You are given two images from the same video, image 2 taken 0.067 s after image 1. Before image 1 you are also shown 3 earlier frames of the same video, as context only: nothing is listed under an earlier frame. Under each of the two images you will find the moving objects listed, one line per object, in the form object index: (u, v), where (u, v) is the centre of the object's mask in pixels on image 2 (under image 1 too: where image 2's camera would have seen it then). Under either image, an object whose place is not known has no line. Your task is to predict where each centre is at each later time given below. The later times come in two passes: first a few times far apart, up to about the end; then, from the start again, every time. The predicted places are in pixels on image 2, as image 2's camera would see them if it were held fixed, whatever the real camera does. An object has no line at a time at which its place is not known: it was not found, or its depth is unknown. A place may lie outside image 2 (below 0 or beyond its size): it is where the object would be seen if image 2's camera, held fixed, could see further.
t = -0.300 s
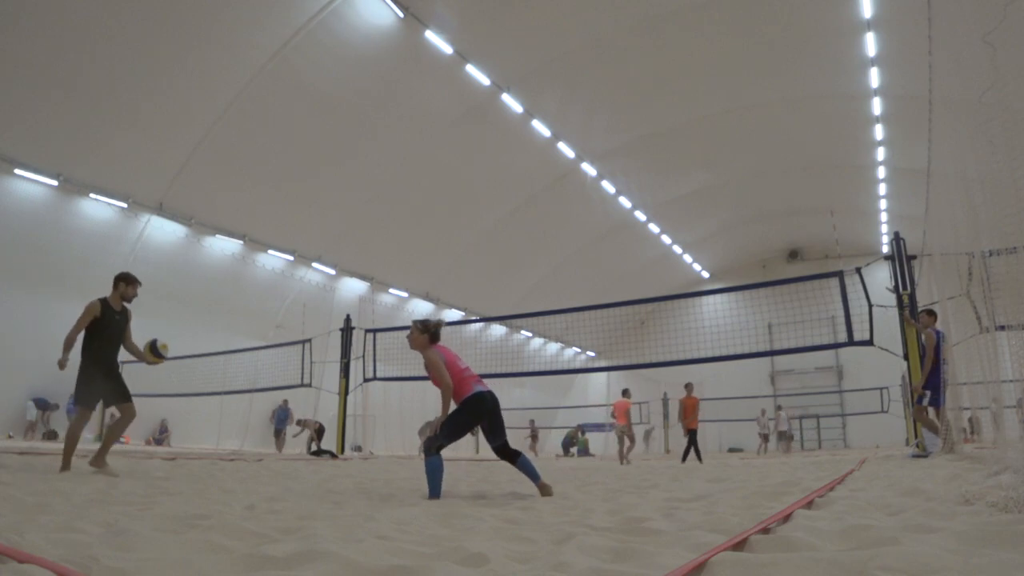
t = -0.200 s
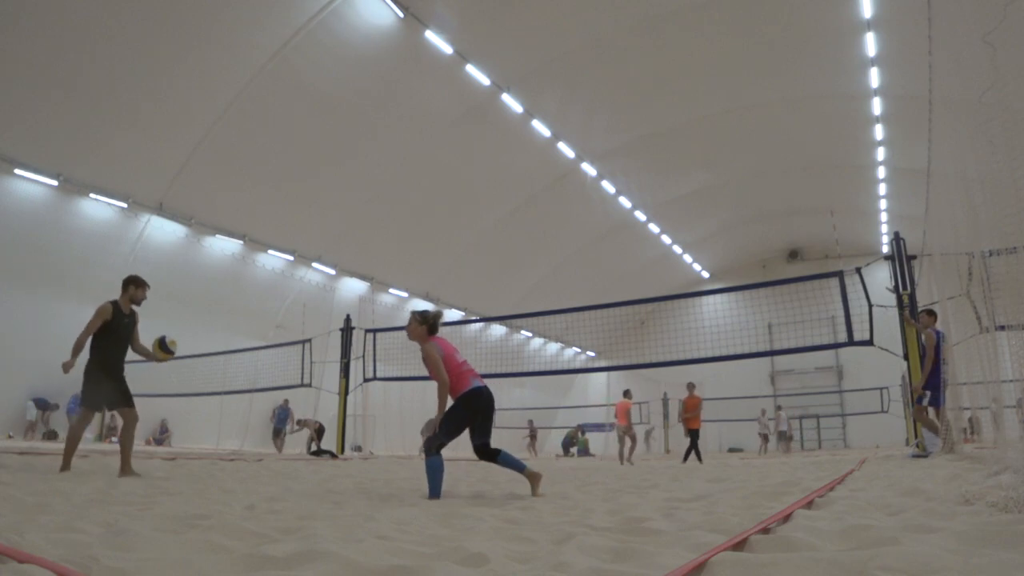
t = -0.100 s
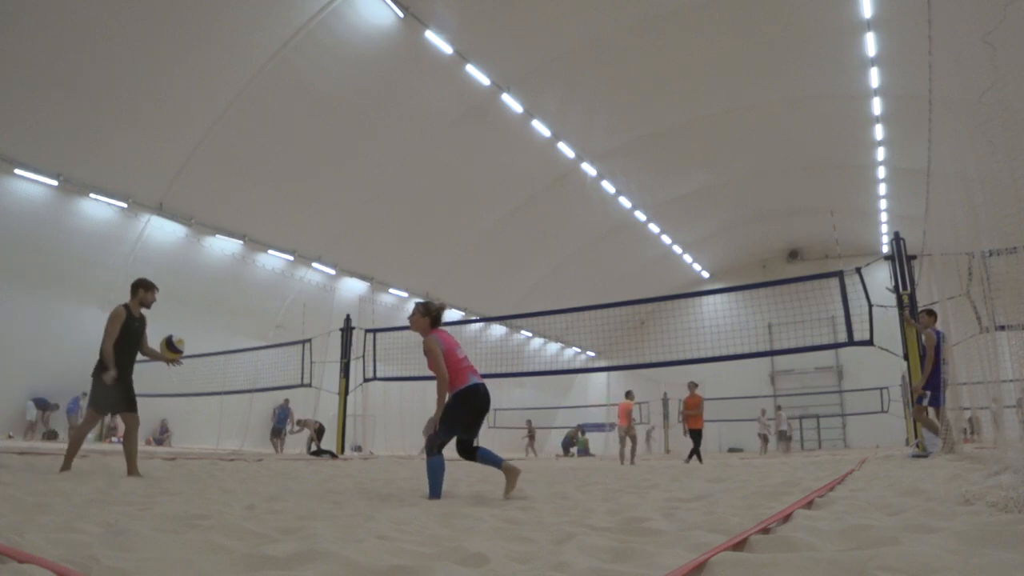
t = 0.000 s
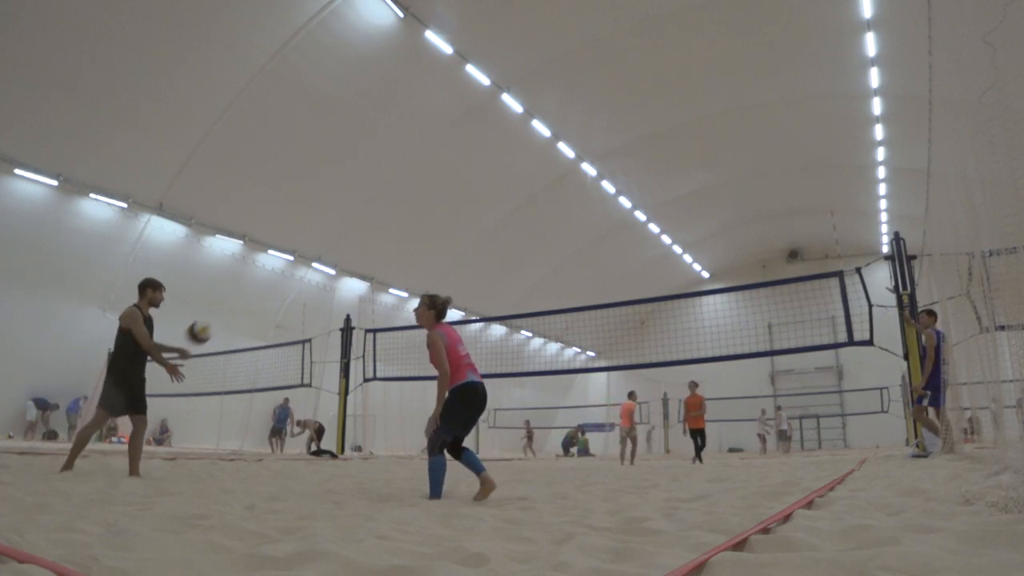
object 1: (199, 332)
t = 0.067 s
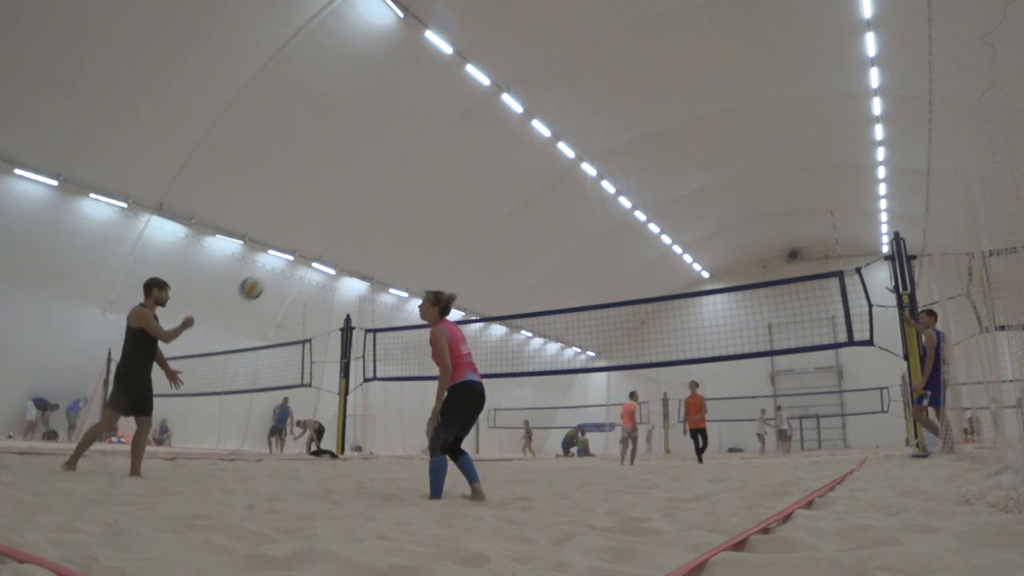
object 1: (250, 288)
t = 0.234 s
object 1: (360, 215)
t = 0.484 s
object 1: (479, 177)
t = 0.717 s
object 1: (562, 185)
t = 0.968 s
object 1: (633, 228)
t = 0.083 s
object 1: (263, 278)
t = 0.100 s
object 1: (275, 269)
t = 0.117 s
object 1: (287, 260)
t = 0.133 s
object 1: (298, 253)
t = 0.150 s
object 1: (308, 246)
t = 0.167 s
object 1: (319, 240)
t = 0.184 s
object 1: (329, 234)
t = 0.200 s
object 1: (339, 228)
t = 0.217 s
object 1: (350, 220)
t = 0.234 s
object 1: (360, 215)
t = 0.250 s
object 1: (369, 211)
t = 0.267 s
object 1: (378, 207)
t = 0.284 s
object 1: (387, 203)
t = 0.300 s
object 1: (396, 198)
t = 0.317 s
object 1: (405, 195)
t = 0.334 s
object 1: (413, 192)
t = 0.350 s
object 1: (421, 189)
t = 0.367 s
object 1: (429, 187)
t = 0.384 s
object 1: (436, 185)
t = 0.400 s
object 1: (444, 183)
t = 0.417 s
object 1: (452, 181)
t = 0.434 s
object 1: (459, 180)
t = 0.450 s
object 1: (466, 178)
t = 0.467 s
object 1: (473, 177)
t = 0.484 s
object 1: (479, 177)
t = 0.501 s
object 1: (486, 175)
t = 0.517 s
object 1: (493, 174)
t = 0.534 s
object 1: (499, 174)
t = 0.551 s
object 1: (505, 174)
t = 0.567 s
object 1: (511, 175)
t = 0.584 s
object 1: (517, 176)
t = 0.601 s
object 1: (523, 177)
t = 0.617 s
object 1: (529, 178)
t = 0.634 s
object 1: (535, 177)
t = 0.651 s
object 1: (541, 178)
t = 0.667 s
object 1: (546, 180)
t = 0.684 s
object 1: (550, 182)
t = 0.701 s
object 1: (555, 183)
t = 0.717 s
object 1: (562, 185)
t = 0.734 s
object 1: (567, 186)
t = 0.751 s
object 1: (573, 188)
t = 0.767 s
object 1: (577, 191)
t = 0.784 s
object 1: (582, 193)
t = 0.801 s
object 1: (587, 196)
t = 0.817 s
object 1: (591, 198)
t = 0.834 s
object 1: (597, 201)
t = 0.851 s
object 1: (601, 204)
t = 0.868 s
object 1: (605, 208)
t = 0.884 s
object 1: (610, 211)
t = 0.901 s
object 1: (615, 214)
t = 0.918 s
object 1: (619, 217)
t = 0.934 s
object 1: (623, 220)
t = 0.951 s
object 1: (629, 224)
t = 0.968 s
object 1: (633, 228)
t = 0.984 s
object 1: (637, 232)
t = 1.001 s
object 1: (641, 237)
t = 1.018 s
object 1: (645, 242)
